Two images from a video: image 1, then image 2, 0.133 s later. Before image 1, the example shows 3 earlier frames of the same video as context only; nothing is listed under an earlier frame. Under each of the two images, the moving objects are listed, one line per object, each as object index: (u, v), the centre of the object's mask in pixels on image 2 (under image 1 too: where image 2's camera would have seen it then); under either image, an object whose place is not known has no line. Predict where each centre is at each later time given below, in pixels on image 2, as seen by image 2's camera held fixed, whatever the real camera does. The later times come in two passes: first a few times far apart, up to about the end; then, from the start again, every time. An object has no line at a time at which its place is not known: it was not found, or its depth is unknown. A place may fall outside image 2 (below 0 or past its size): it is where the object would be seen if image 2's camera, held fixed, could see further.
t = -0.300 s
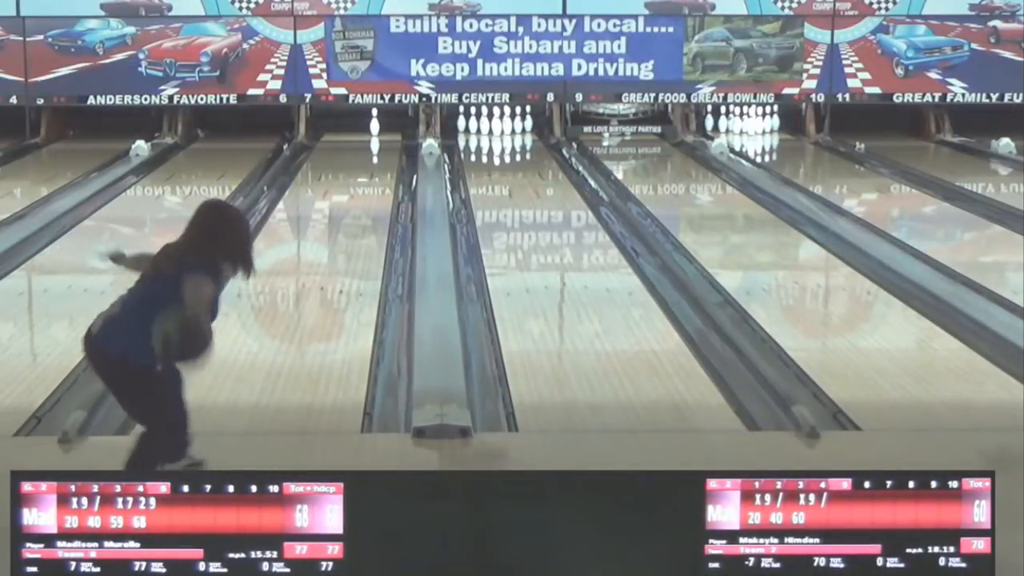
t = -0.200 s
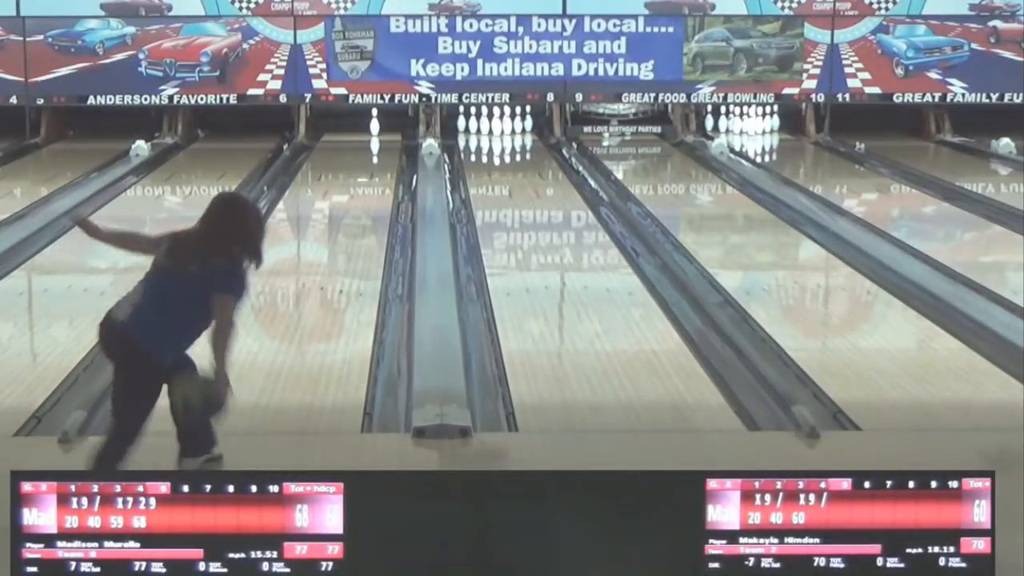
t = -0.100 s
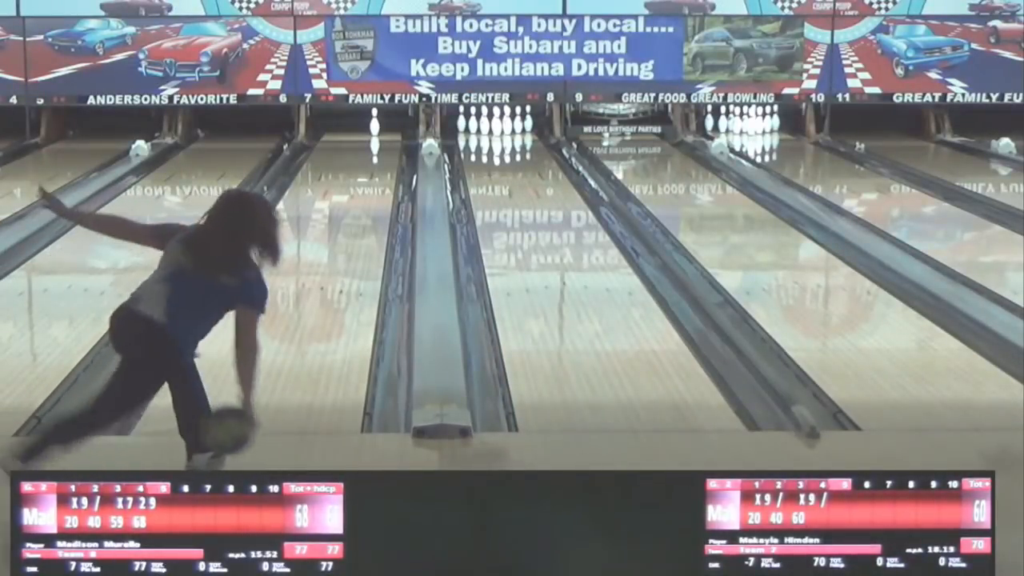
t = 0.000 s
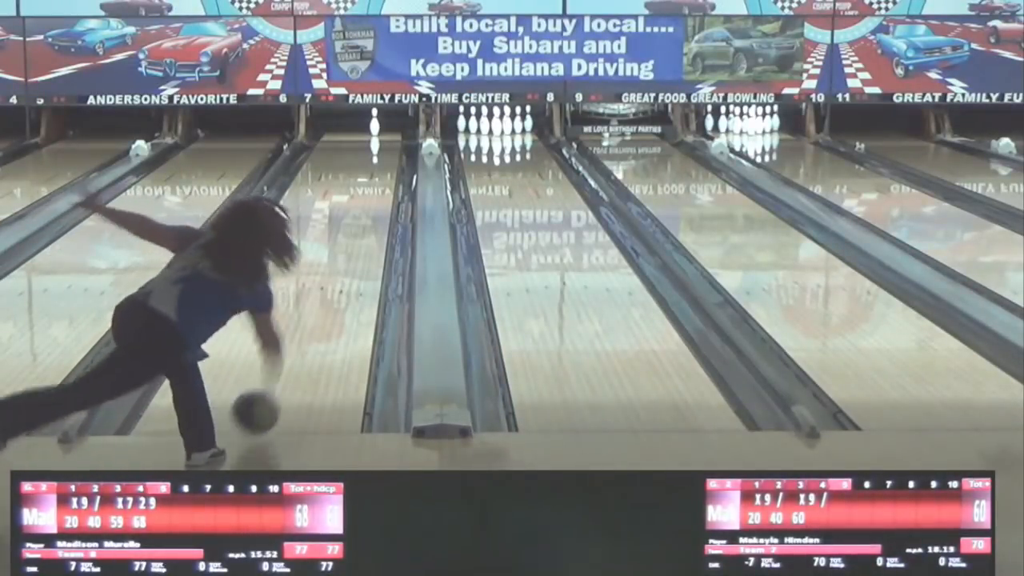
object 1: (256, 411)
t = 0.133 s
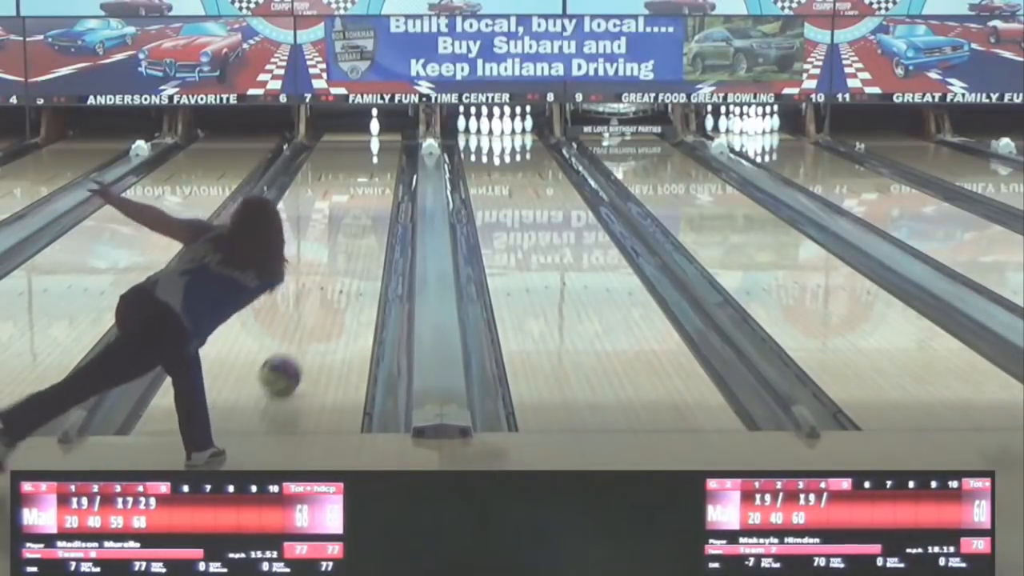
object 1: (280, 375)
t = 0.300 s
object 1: (305, 331)
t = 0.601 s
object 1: (336, 273)
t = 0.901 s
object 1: (356, 233)
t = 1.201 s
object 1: (372, 202)
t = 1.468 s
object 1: (382, 180)
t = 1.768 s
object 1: (389, 160)
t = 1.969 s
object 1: (390, 151)
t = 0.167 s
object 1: (285, 366)
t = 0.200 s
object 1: (291, 356)
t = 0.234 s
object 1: (296, 347)
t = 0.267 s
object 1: (300, 338)
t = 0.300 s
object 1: (305, 331)
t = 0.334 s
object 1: (309, 323)
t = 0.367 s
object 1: (312, 316)
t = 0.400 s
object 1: (316, 310)
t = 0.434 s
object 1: (320, 303)
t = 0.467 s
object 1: (324, 296)
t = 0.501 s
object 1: (327, 289)
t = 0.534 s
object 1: (330, 285)
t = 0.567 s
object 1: (333, 280)
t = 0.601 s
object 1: (336, 273)
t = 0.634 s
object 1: (338, 268)
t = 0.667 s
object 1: (341, 264)
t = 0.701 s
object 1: (344, 258)
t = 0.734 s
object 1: (346, 254)
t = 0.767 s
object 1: (348, 248)
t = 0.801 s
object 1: (350, 244)
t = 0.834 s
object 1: (352, 241)
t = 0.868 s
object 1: (354, 237)
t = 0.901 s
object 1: (356, 233)
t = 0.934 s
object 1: (358, 229)
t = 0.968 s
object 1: (360, 225)
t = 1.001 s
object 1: (362, 221)
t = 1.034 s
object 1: (364, 217)
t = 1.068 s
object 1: (365, 214)
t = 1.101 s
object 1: (367, 211)
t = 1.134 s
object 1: (369, 208)
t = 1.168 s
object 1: (371, 205)
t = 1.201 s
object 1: (372, 202)
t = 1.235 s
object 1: (374, 197)
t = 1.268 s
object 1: (374, 195)
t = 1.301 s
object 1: (376, 192)
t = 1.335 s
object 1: (377, 190)
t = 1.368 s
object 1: (379, 187)
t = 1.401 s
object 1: (379, 185)
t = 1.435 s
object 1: (381, 182)
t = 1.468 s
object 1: (382, 180)
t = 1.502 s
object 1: (382, 177)
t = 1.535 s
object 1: (382, 176)
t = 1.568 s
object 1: (383, 175)
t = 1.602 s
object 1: (384, 172)
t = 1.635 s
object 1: (386, 169)
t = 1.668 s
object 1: (386, 167)
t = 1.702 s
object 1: (387, 165)
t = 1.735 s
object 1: (388, 163)
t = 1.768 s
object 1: (389, 160)
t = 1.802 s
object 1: (389, 161)
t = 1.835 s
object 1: (389, 159)
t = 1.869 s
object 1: (390, 156)
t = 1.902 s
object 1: (391, 154)
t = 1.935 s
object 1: (390, 152)
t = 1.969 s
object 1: (390, 151)
